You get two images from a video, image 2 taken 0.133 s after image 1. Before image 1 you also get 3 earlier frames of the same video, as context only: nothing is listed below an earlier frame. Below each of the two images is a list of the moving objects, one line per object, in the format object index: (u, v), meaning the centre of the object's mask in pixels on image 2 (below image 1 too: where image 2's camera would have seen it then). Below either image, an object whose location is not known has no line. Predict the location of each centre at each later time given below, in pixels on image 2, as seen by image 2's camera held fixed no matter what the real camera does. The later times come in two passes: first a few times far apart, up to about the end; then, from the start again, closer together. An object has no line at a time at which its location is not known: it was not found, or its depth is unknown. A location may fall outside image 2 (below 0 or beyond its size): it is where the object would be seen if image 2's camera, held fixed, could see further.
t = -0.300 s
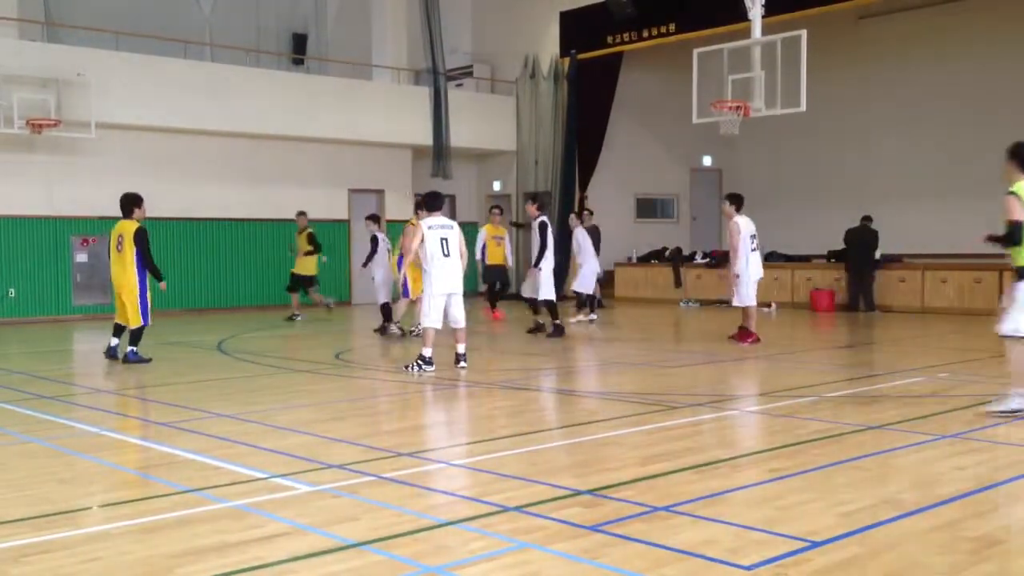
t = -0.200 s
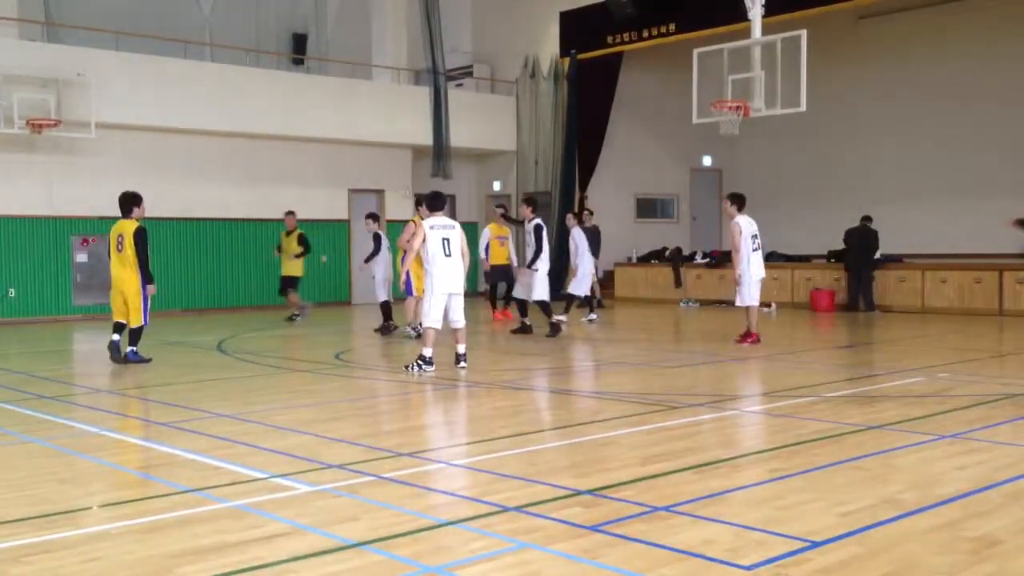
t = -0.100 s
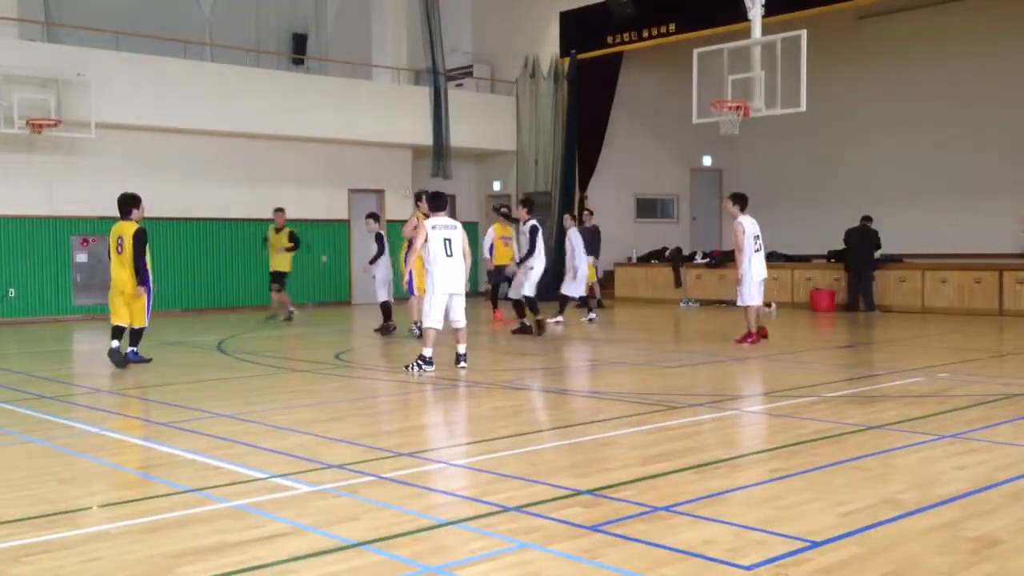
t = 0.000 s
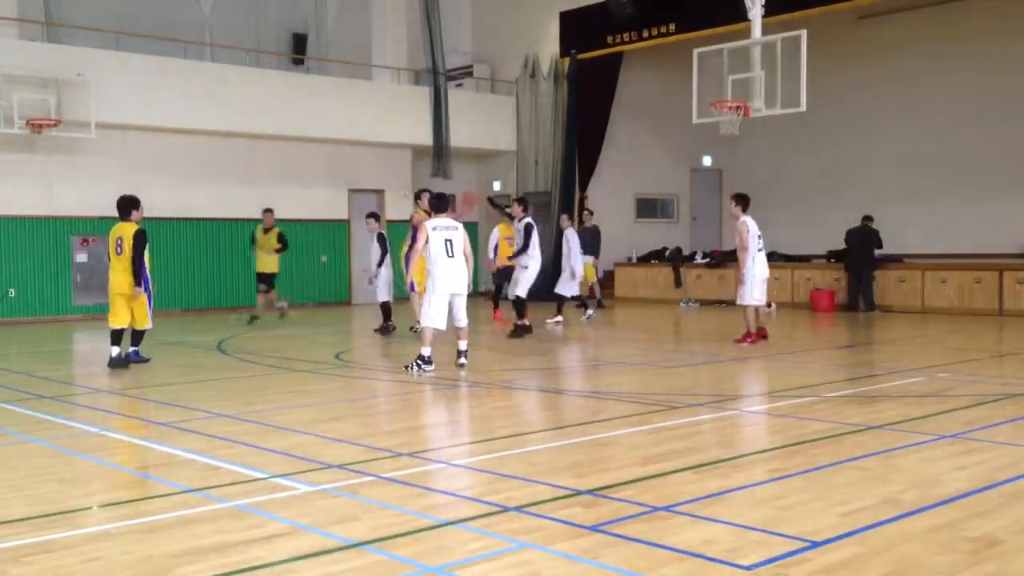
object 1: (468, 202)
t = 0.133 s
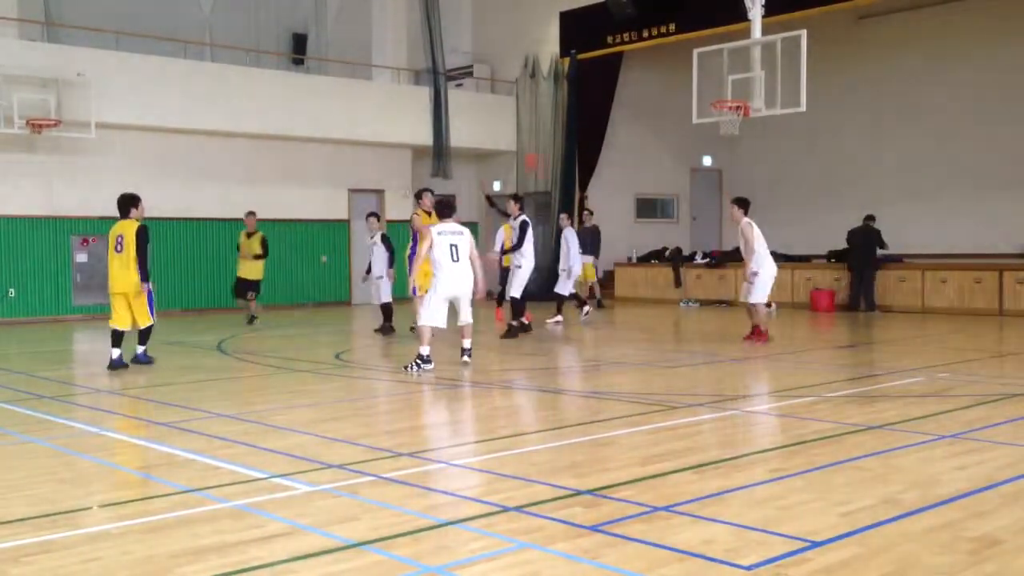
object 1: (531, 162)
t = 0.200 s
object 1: (562, 148)
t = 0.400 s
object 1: (682, 120)
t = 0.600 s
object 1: (837, 125)
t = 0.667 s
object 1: (897, 136)
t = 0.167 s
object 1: (550, 153)
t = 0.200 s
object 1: (562, 148)
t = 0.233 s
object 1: (586, 140)
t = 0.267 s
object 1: (600, 132)
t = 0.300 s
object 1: (625, 128)
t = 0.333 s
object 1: (644, 124)
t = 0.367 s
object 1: (665, 120)
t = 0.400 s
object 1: (682, 120)
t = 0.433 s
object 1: (704, 116)
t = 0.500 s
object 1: (757, 116)
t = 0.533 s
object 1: (781, 119)
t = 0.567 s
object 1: (808, 121)
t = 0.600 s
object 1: (837, 125)
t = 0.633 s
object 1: (866, 130)
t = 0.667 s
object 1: (897, 136)
